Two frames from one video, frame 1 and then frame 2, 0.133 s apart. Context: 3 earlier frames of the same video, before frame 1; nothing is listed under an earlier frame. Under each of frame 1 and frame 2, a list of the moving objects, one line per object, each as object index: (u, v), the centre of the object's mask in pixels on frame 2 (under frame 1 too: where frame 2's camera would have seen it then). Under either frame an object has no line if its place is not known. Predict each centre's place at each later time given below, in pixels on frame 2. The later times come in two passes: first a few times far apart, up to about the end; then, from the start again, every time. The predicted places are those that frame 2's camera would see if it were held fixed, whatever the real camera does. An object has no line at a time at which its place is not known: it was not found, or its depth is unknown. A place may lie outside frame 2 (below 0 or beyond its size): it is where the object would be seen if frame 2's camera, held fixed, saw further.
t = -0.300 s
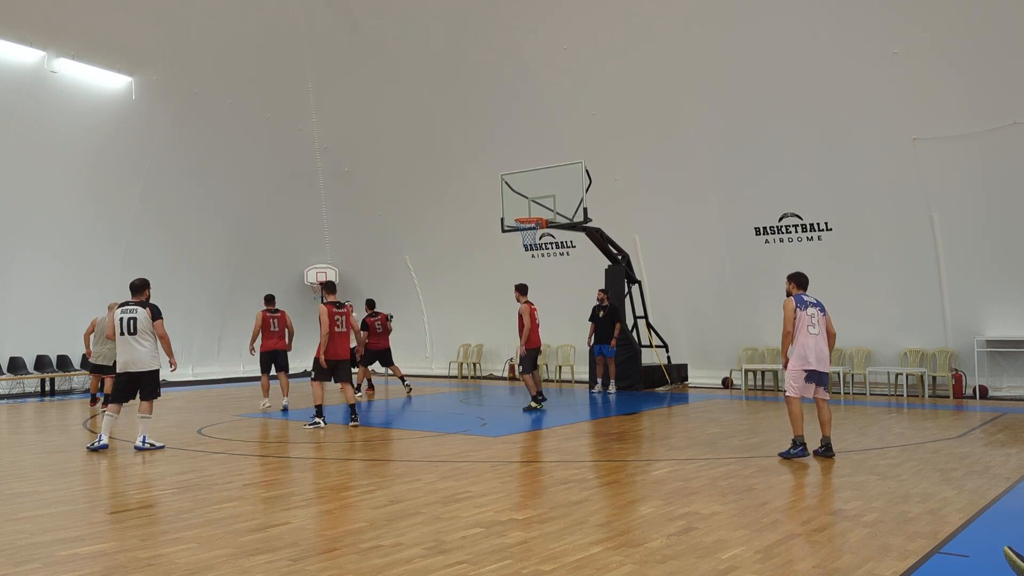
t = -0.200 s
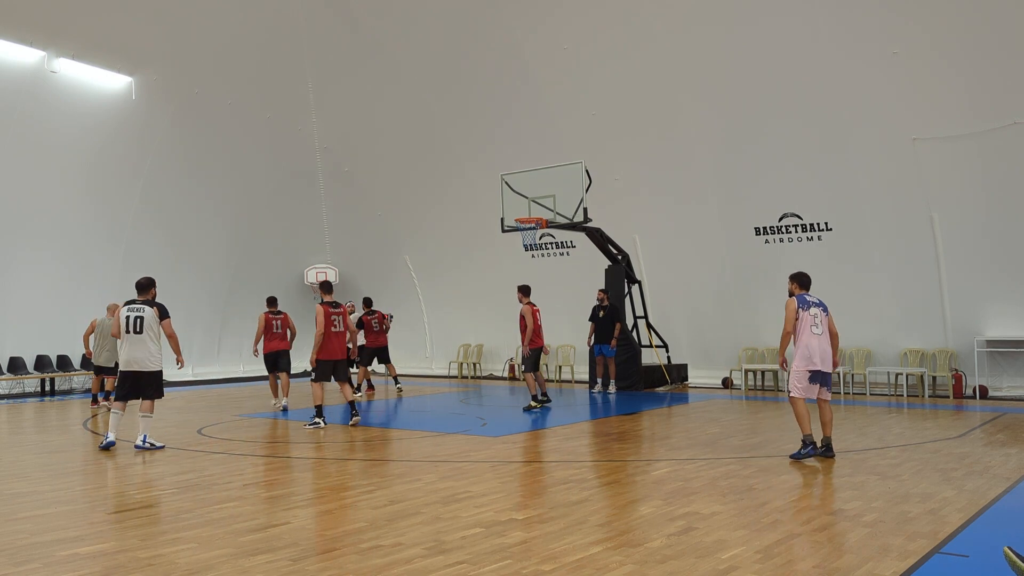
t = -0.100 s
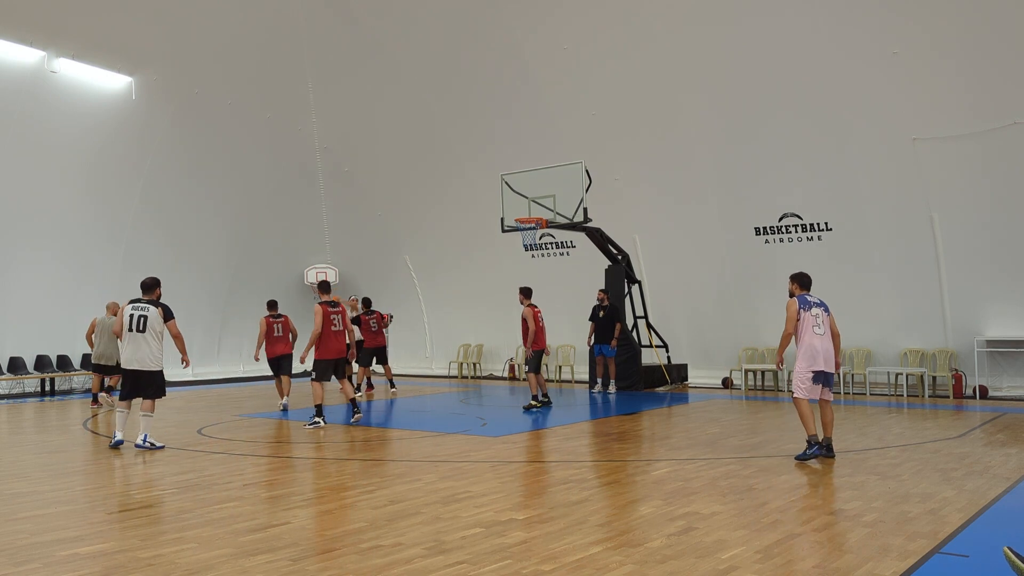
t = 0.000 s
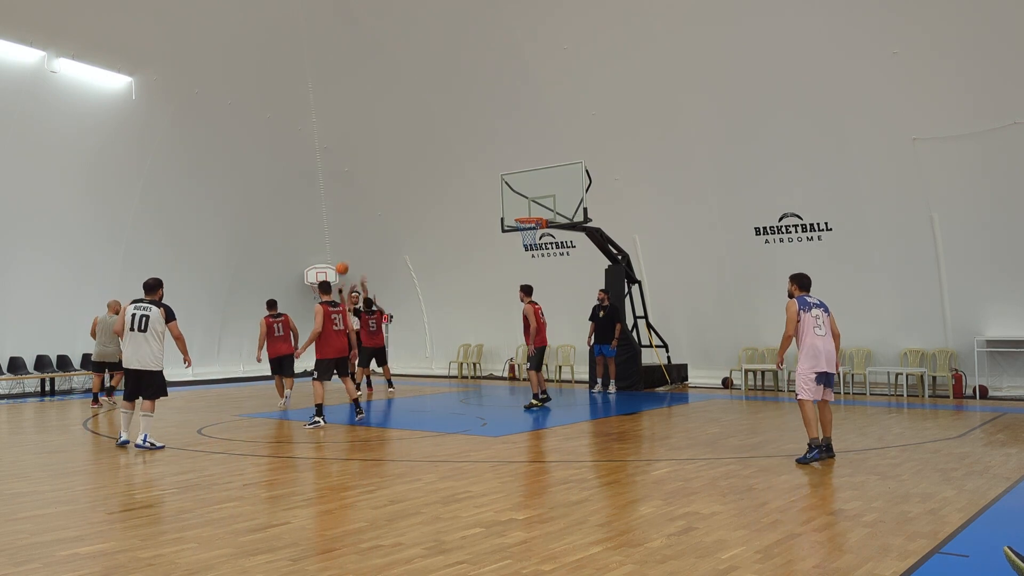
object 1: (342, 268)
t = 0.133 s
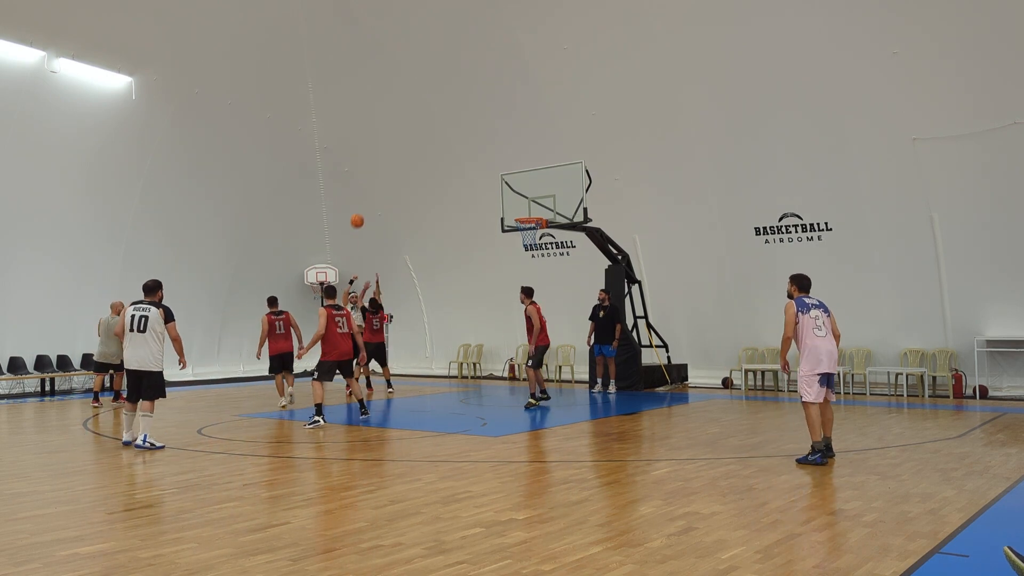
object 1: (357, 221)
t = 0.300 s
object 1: (379, 169)
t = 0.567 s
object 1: (421, 107)
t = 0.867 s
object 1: (485, 84)
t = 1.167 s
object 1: (572, 136)
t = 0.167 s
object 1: (361, 210)
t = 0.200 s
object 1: (365, 199)
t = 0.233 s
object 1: (369, 189)
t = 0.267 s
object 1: (374, 178)
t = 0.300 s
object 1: (379, 169)
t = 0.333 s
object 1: (383, 160)
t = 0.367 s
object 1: (388, 151)
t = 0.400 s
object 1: (393, 142)
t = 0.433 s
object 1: (399, 134)
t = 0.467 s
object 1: (404, 127)
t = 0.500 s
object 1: (409, 120)
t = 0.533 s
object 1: (415, 113)
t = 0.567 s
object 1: (421, 107)
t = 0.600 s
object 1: (428, 102)
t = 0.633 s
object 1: (434, 97)
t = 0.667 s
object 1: (441, 93)
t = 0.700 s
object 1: (448, 90)
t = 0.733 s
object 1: (455, 87)
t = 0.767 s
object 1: (462, 85)
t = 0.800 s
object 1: (470, 84)
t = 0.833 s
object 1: (478, 83)
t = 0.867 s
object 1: (485, 84)
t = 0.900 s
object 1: (494, 85)
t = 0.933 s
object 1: (502, 87)
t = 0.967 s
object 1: (511, 91)
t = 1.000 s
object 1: (520, 95)
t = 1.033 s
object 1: (530, 100)
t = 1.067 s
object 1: (540, 107)
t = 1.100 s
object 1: (550, 115)
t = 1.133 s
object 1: (561, 125)
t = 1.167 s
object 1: (572, 136)
